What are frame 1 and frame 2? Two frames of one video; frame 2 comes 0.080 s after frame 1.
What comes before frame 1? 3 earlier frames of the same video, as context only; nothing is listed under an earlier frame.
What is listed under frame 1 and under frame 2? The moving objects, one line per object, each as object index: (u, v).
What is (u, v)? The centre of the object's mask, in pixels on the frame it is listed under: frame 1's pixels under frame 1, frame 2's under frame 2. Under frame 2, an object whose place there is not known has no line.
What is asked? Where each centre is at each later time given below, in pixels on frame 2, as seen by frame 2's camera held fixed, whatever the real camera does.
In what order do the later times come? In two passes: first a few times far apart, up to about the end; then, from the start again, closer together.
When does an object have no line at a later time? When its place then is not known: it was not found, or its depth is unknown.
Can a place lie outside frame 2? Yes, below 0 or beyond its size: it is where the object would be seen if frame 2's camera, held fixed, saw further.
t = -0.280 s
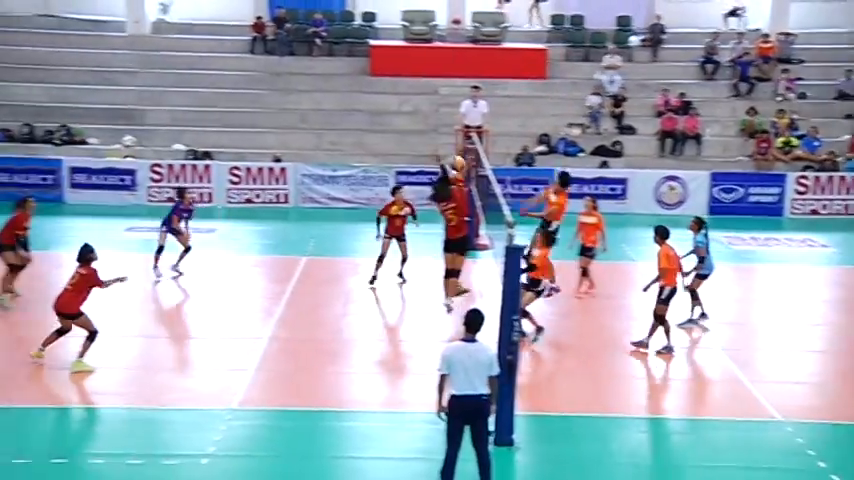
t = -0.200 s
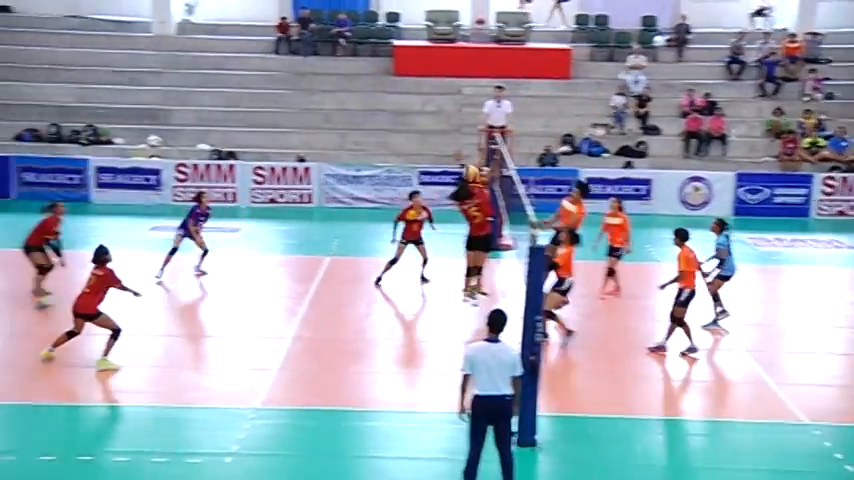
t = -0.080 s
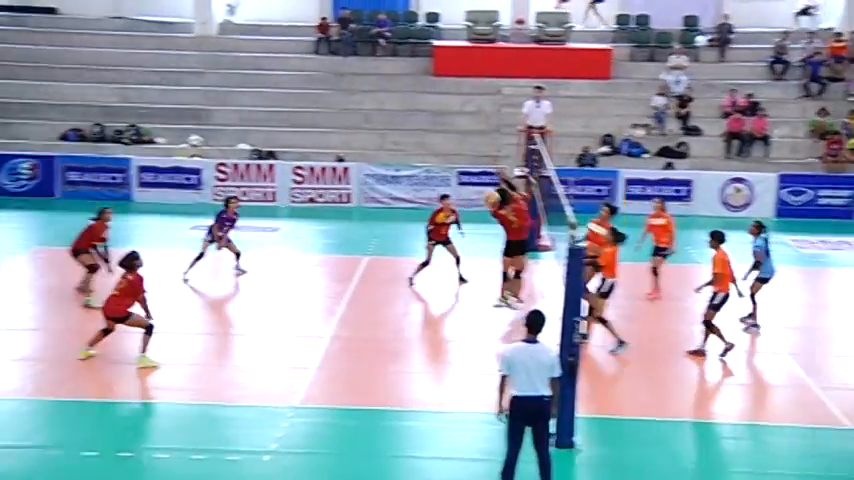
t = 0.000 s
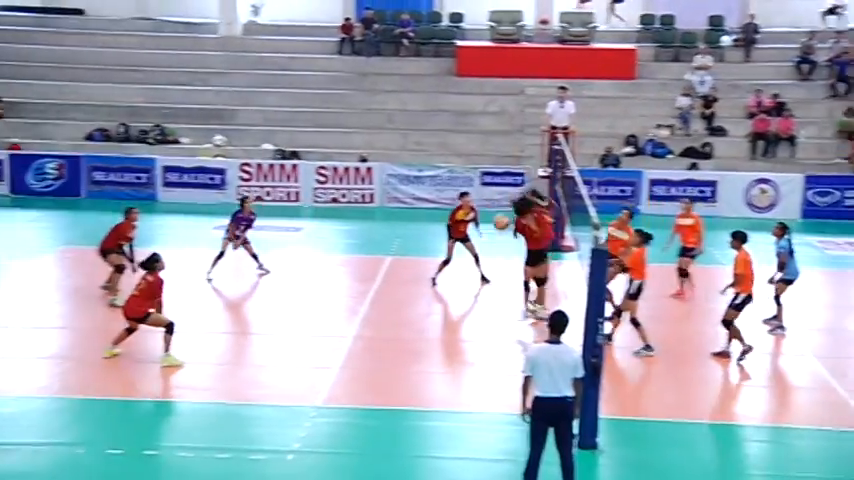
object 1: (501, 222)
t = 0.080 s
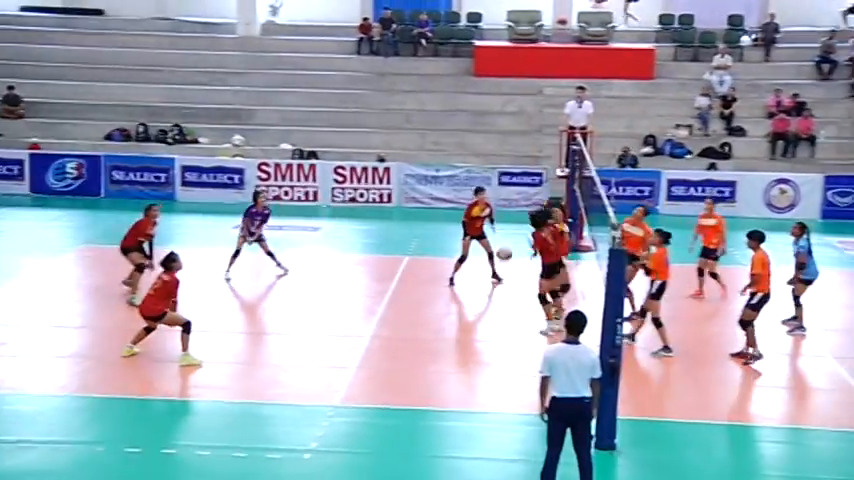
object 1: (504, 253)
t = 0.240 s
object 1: (470, 339)
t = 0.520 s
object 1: (414, 372)
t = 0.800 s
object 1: (354, 339)
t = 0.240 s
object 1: (470, 339)
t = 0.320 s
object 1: (453, 390)
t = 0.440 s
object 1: (428, 395)
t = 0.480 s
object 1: (422, 383)
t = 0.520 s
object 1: (414, 372)
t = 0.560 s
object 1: (406, 363)
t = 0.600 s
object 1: (399, 356)
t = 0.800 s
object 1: (354, 339)
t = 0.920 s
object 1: (323, 351)
